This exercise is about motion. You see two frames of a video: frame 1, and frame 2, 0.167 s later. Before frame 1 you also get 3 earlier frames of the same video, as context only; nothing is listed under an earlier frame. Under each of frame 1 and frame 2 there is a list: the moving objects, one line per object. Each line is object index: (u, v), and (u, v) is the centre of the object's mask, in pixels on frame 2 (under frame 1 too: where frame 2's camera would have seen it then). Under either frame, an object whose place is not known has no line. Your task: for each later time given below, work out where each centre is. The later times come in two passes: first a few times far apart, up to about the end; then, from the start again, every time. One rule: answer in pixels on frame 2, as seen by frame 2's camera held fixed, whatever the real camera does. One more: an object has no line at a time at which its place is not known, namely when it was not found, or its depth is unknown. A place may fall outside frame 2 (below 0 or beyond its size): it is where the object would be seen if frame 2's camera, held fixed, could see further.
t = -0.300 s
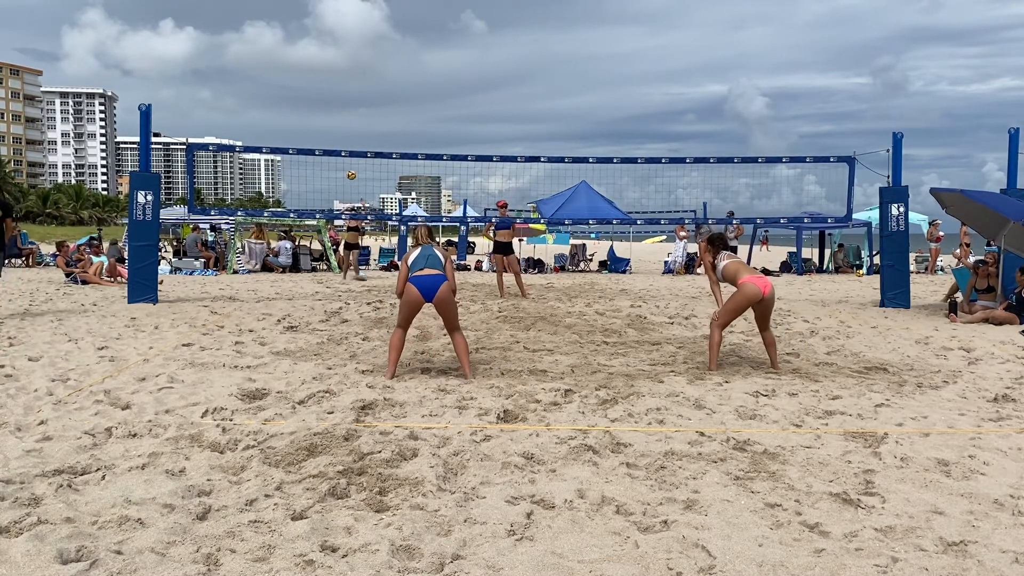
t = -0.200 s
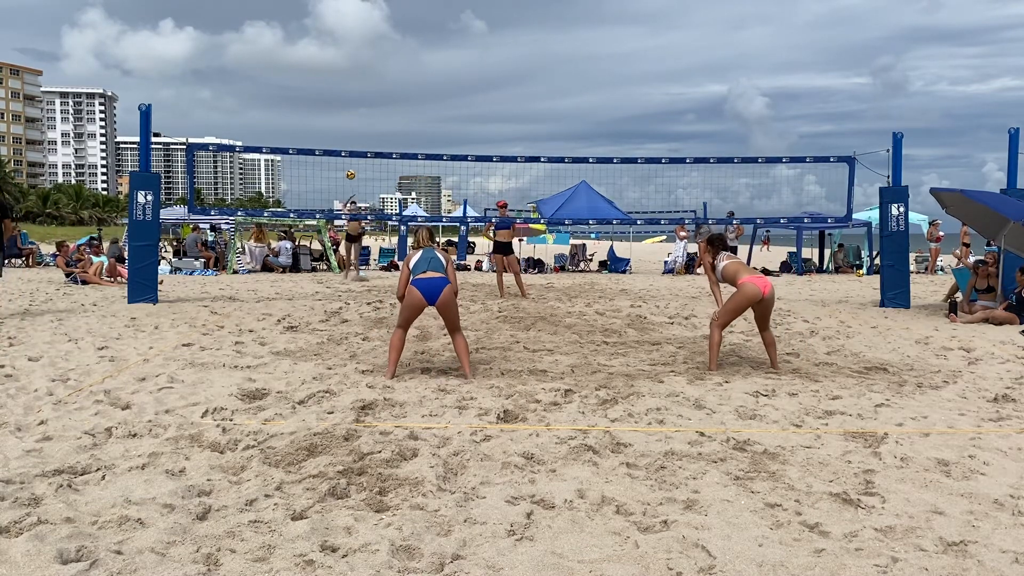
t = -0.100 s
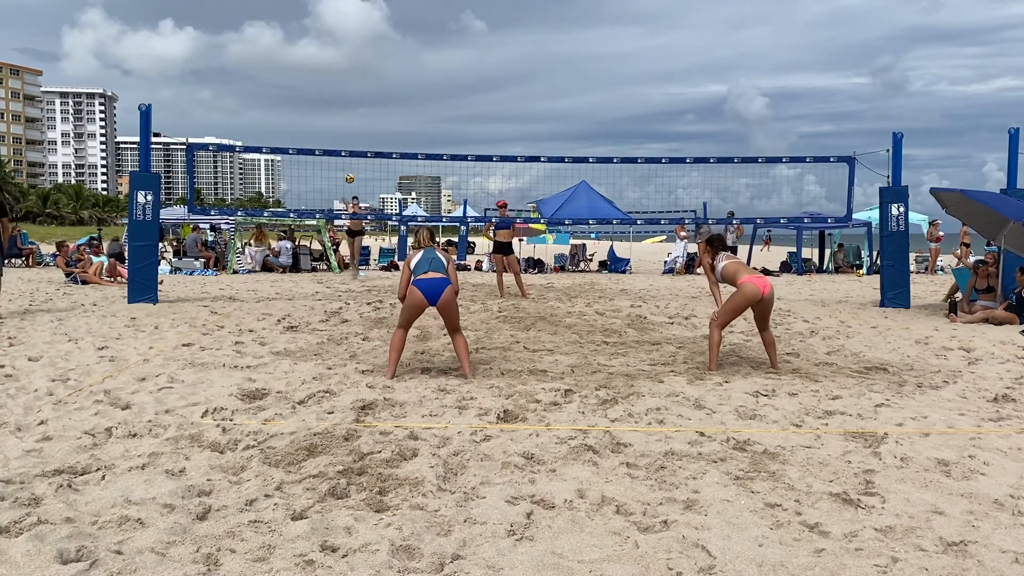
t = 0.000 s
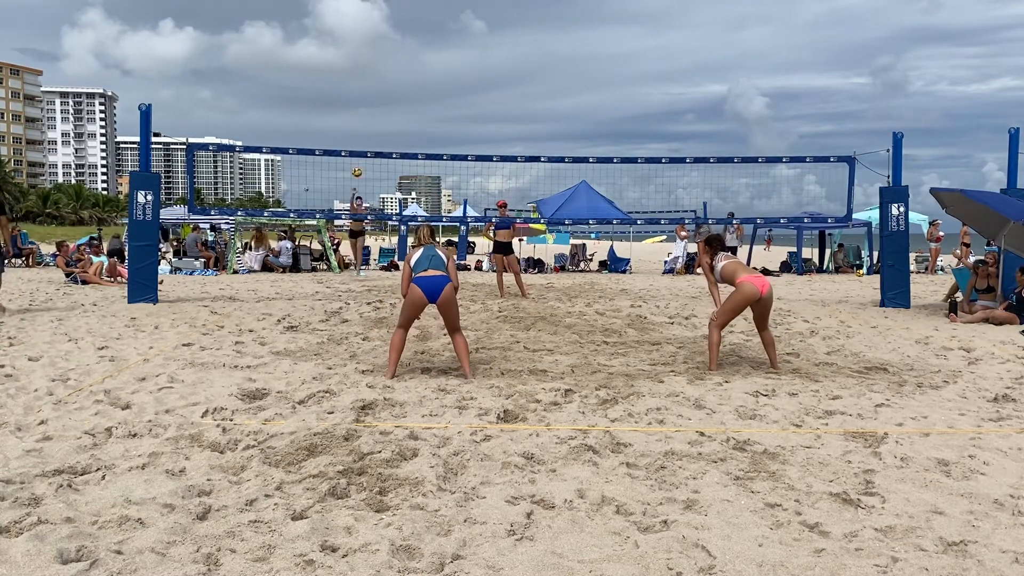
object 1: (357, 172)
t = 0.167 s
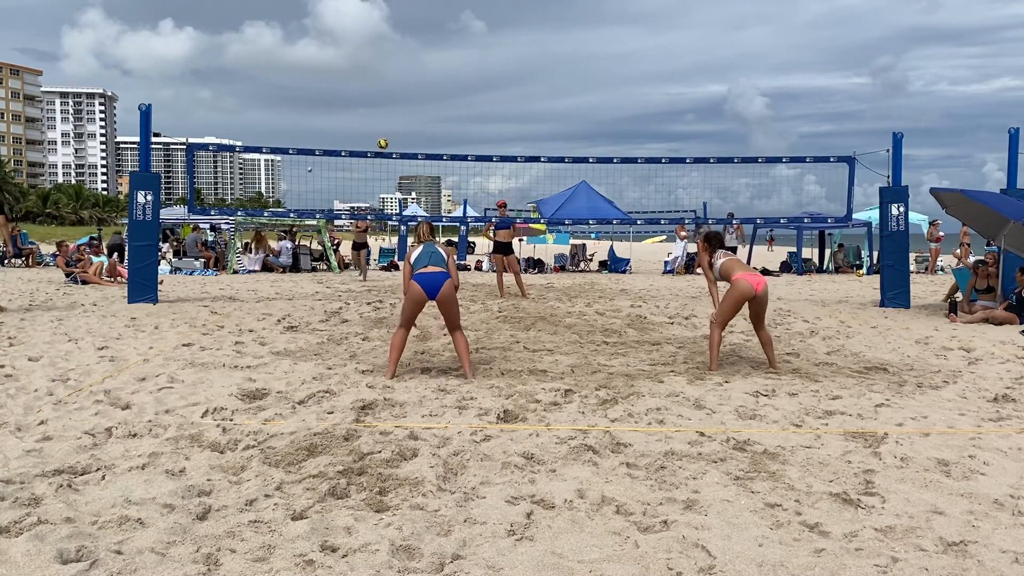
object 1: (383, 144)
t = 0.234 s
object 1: (395, 134)
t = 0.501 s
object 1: (450, 115)
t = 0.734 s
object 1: (512, 136)
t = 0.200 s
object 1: (389, 139)
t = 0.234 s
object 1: (395, 134)
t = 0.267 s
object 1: (401, 130)
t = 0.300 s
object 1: (408, 127)
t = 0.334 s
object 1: (415, 123)
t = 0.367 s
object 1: (422, 121)
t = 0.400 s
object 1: (428, 118)
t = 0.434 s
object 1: (435, 117)
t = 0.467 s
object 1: (442, 115)
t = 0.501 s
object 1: (450, 115)
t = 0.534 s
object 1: (458, 115)
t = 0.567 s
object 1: (465, 117)
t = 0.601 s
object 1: (474, 118)
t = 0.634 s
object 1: (483, 121)
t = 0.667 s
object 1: (492, 125)
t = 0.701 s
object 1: (501, 130)
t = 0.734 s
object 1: (512, 136)
